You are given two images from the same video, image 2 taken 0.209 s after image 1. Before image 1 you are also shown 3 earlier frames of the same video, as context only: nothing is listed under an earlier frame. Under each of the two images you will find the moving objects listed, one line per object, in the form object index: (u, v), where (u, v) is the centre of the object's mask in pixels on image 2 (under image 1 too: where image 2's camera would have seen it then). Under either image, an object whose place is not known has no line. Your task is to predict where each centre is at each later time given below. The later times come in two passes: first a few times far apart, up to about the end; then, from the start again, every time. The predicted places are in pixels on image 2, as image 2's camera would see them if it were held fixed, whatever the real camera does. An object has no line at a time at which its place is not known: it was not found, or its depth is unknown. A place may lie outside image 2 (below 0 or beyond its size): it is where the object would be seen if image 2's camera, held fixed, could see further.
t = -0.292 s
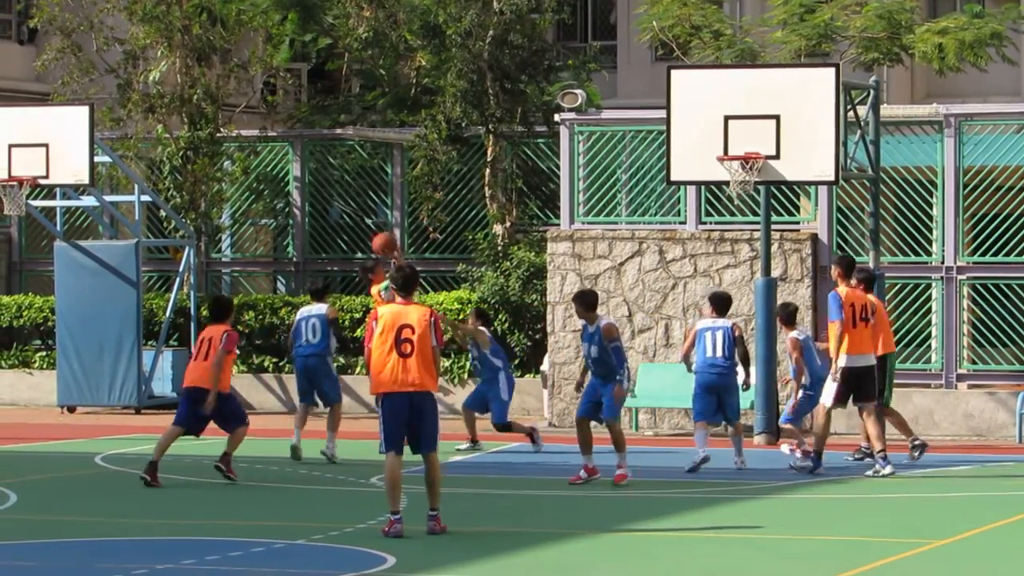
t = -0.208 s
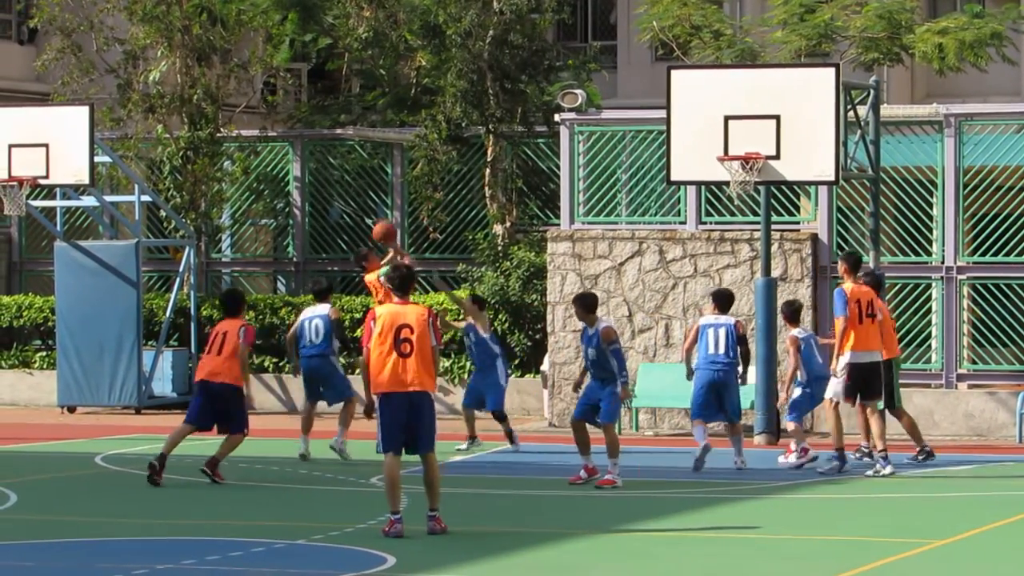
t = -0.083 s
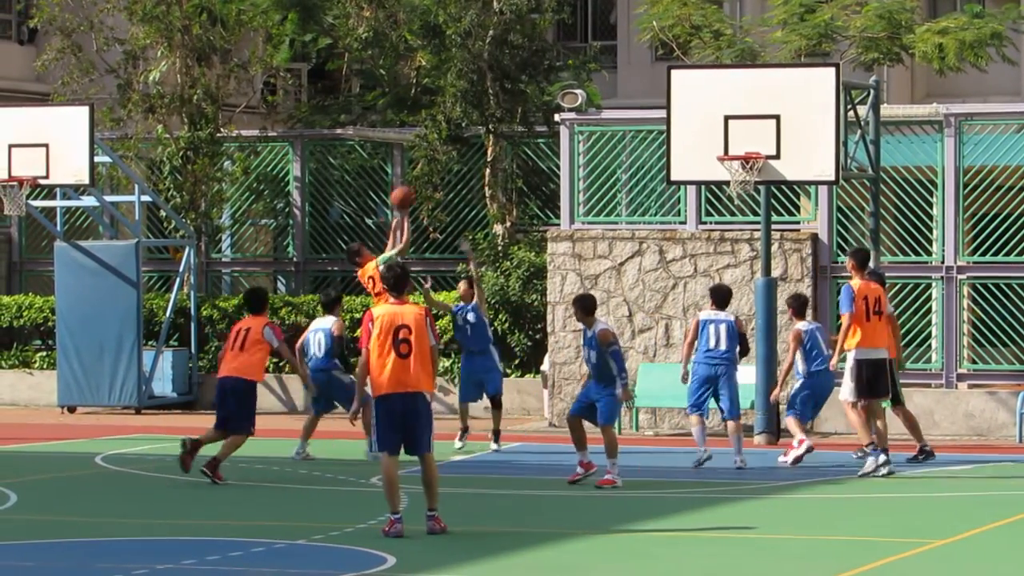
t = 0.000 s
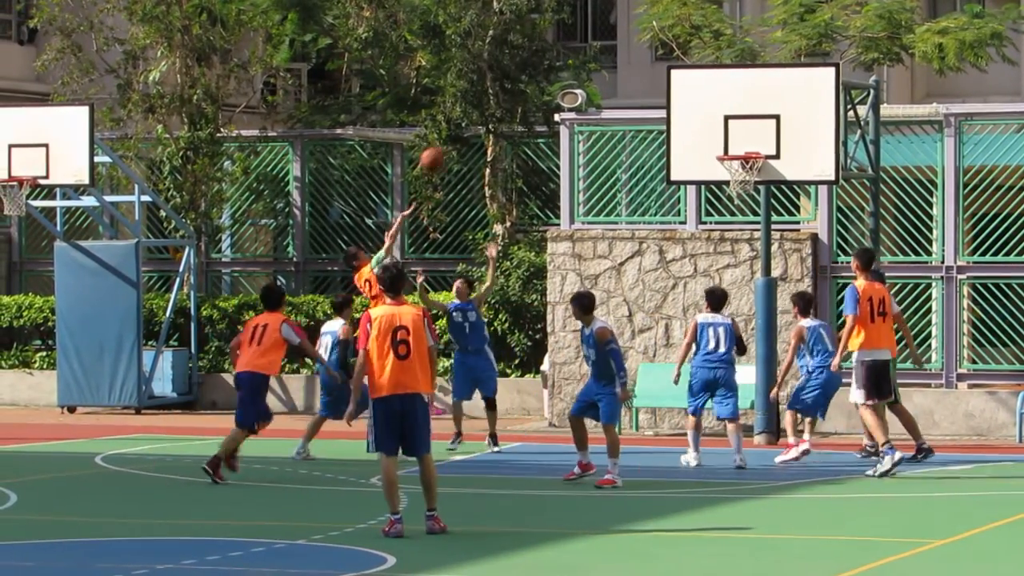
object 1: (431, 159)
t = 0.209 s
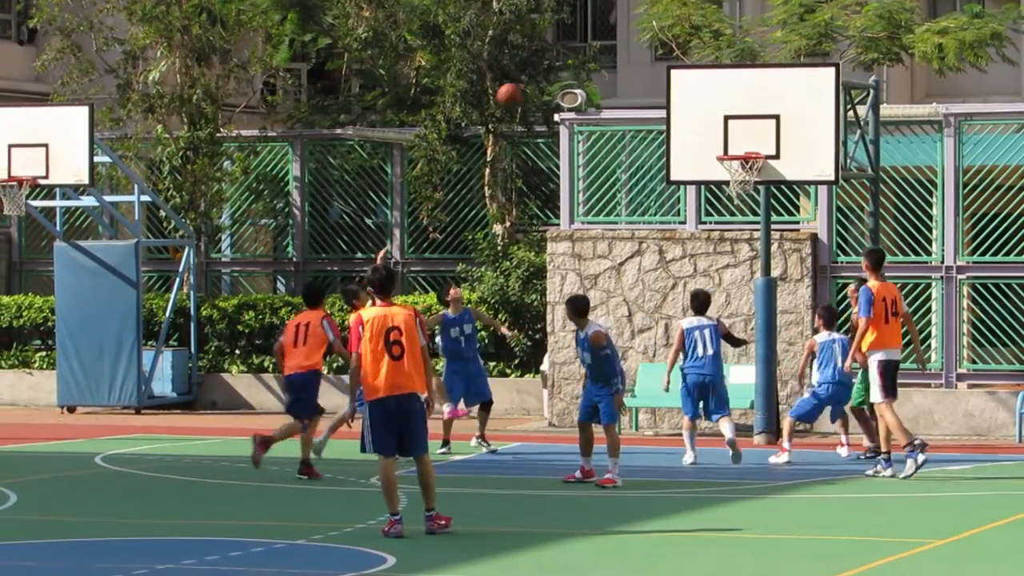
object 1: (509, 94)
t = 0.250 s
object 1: (524, 87)
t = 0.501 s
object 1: (615, 76)
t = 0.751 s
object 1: (707, 127)
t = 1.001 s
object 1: (733, 102)
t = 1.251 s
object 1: (730, 108)
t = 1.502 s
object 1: (743, 151)
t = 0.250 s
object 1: (524, 87)
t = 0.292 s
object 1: (539, 80)
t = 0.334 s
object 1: (554, 76)
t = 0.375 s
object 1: (568, 72)
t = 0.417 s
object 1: (584, 72)
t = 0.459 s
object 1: (601, 73)
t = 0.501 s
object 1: (615, 76)
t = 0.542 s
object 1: (630, 80)
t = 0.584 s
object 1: (645, 86)
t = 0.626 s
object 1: (661, 94)
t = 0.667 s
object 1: (676, 103)
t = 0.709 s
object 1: (692, 114)
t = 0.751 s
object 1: (707, 127)
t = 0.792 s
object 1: (722, 142)
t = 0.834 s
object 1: (728, 135)
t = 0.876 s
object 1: (731, 124)
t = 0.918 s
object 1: (735, 113)
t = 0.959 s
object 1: (735, 106)
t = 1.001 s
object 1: (733, 102)
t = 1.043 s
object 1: (733, 98)
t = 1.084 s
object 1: (732, 97)
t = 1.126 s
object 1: (732, 97)
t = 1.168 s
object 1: (731, 99)
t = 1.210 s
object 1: (730, 103)
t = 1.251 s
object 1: (730, 108)
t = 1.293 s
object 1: (729, 115)
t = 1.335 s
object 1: (728, 124)
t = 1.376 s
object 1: (728, 135)
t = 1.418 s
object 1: (727, 146)
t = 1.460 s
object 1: (734, 150)
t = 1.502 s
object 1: (743, 151)
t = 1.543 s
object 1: (751, 161)
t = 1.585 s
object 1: (747, 165)
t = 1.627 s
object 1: (743, 170)
